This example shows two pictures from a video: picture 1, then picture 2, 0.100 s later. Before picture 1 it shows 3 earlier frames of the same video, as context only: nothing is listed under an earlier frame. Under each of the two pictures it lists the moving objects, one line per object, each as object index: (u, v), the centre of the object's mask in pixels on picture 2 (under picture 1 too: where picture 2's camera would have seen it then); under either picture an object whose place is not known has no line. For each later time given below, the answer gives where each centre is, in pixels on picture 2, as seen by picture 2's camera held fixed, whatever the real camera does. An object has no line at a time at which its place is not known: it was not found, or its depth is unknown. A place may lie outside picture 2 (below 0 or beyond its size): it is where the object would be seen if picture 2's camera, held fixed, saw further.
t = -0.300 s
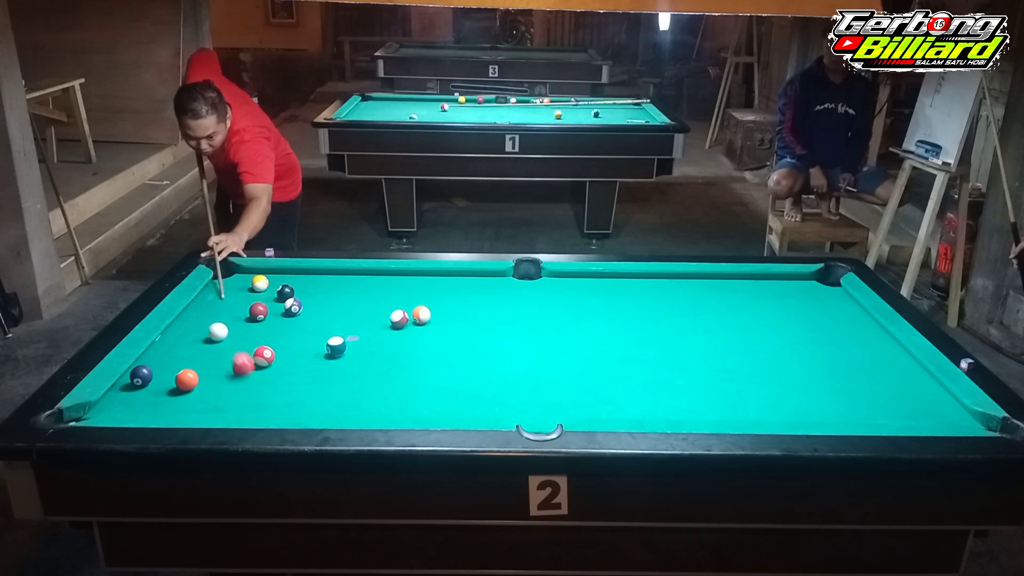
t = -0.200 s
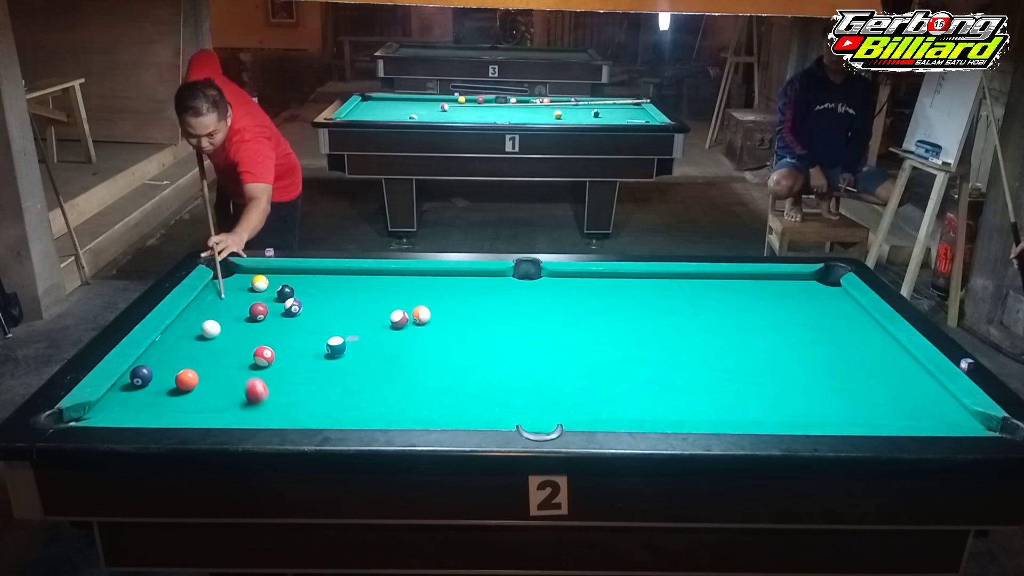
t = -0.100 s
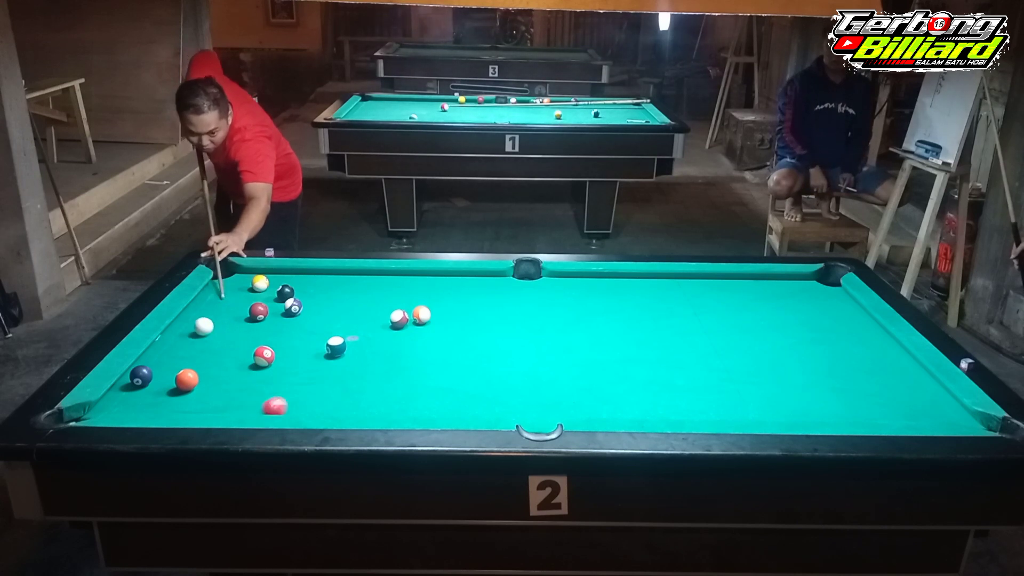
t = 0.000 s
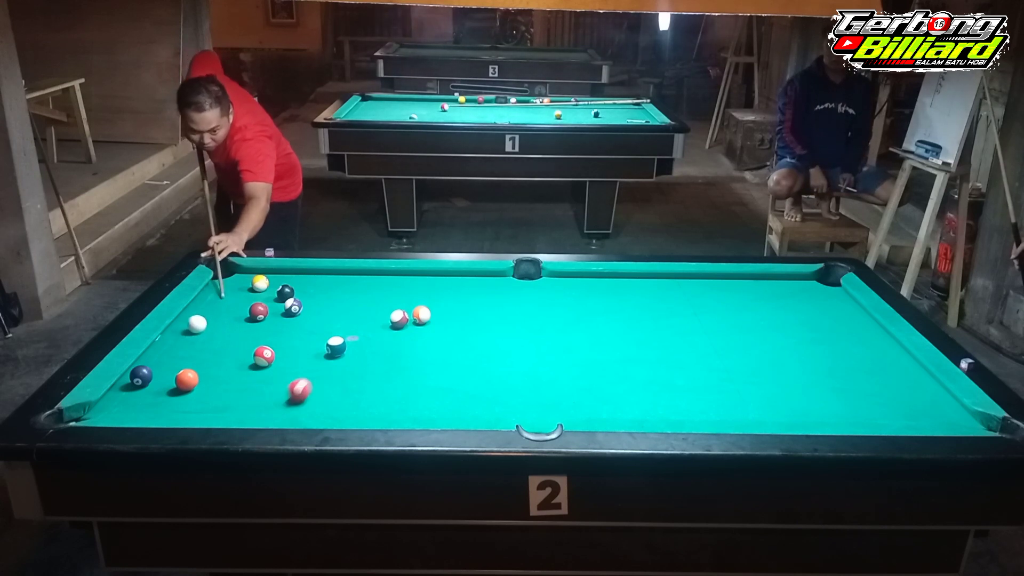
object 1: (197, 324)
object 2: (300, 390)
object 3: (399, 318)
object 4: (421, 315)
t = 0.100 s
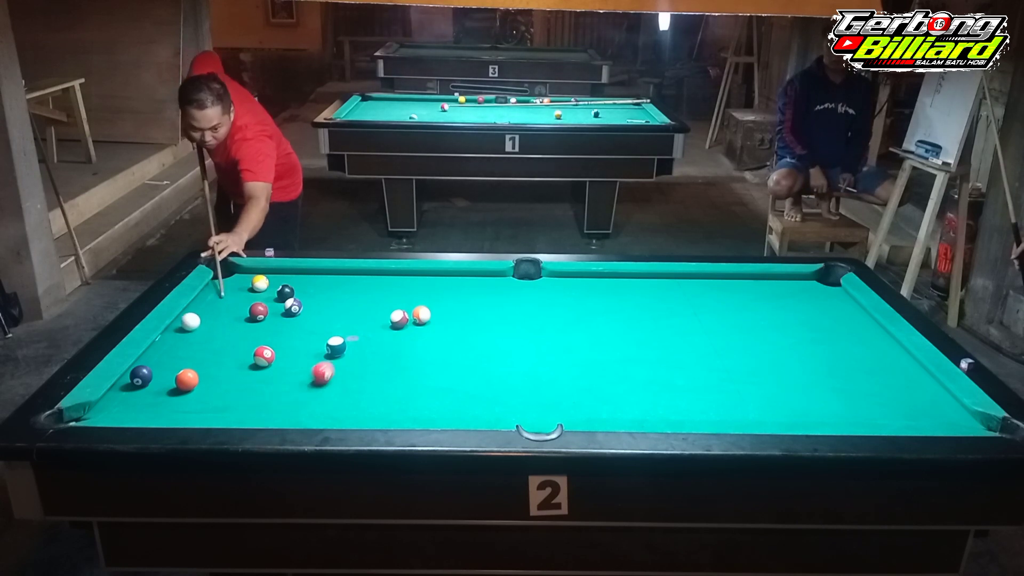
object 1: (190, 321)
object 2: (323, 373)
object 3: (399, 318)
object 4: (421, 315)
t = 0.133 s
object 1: (188, 321)
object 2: (330, 368)
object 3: (399, 318)
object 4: (421, 315)
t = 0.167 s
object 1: (186, 320)
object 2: (337, 363)
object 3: (399, 318)
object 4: (421, 315)
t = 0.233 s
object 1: (185, 319)
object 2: (350, 353)
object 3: (399, 318)
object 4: (421, 315)
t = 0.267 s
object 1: (187, 318)
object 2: (356, 348)
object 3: (399, 318)
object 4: (421, 315)
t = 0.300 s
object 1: (189, 318)
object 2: (363, 343)
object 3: (399, 318)
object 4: (421, 315)
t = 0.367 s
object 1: (194, 317)
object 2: (374, 335)
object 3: (399, 318)
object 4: (421, 315)
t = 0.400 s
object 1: (196, 316)
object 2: (380, 330)
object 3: (399, 318)
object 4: (421, 315)
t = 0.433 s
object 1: (198, 316)
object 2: (385, 326)
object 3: (400, 318)
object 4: (421, 315)
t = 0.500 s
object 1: (202, 315)
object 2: (386, 324)
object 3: (402, 315)
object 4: (426, 314)
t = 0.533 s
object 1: (204, 315)
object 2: (386, 323)
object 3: (402, 314)
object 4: (431, 313)
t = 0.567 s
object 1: (206, 314)
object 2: (386, 321)
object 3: (402, 312)
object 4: (435, 312)
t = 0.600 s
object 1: (207, 314)
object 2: (385, 320)
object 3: (402, 311)
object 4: (439, 312)
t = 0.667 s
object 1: (211, 313)
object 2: (385, 318)
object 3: (401, 308)
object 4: (447, 311)
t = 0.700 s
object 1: (213, 313)
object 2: (385, 317)
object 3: (401, 307)
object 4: (451, 310)
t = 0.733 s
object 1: (215, 313)
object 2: (385, 315)
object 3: (400, 306)
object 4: (455, 309)
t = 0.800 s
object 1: (218, 312)
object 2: (385, 313)
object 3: (400, 303)
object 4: (462, 308)
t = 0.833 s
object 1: (219, 312)
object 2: (385, 312)
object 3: (400, 302)
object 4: (466, 307)
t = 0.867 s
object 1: (221, 311)
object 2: (385, 311)
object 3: (400, 301)
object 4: (470, 307)
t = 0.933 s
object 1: (223, 311)
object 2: (385, 309)
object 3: (399, 298)
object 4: (477, 306)
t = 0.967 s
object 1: (225, 310)
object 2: (385, 308)
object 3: (399, 297)
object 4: (480, 305)
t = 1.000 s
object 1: (226, 310)
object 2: (385, 307)
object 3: (398, 296)
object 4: (484, 305)
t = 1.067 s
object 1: (228, 310)
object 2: (384, 305)
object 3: (398, 294)
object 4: (490, 304)
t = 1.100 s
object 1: (229, 309)
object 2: (384, 305)
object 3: (398, 293)
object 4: (493, 303)
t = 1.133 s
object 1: (230, 309)
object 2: (384, 304)
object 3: (397, 292)
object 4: (497, 302)
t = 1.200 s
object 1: (232, 309)
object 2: (384, 302)
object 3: (397, 290)
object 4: (503, 301)
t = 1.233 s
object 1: (233, 308)
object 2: (384, 301)
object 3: (396, 289)
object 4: (506, 301)
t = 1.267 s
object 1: (234, 308)
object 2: (383, 300)
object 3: (396, 288)
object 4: (509, 300)
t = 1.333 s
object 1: (236, 308)
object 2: (383, 299)
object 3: (395, 286)
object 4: (515, 299)
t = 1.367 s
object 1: (236, 307)
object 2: (383, 298)
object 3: (395, 285)
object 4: (518, 299)
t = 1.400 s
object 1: (237, 307)
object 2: (383, 297)
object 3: (395, 284)
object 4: (521, 298)
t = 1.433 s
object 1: (237, 307)
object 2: (382, 297)
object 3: (394, 283)
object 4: (523, 298)
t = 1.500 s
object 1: (238, 307)
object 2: (382, 295)
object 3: (393, 282)
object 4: (529, 297)
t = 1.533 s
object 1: (238, 306)
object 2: (381, 294)
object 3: (393, 281)
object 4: (532, 296)
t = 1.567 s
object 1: (239, 306)
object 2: (381, 294)
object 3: (393, 280)
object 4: (534, 296)
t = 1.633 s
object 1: (239, 306)
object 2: (381, 292)
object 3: (392, 279)
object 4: (539, 295)
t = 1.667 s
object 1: (239, 306)
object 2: (380, 292)
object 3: (391, 278)
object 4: (542, 295)
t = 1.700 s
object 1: (240, 306)
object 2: (380, 291)
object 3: (391, 277)
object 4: (544, 294)
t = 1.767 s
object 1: (240, 305)
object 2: (379, 290)
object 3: (390, 276)
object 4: (549, 293)
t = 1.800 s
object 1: (240, 305)
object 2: (379, 289)
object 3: (390, 275)
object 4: (552, 293)
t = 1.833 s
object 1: (240, 305)
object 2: (378, 289)
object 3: (390, 274)
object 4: (554, 292)
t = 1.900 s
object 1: (240, 305)
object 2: (378, 288)
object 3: (389, 273)
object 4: (558, 292)
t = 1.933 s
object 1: (240, 305)
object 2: (377, 287)
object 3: (388, 273)
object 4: (560, 291)
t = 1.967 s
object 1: (240, 305)
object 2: (377, 287)
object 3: (388, 273)
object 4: (562, 291)
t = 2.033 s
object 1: (240, 304)
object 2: (376, 286)
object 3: (387, 274)
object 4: (566, 290)
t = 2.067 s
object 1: (240, 304)
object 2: (376, 285)
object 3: (387, 274)
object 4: (568, 290)
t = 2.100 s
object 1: (239, 304)
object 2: (376, 285)
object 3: (386, 275)
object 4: (570, 290)
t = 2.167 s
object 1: (239, 304)
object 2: (375, 284)
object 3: (385, 275)
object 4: (574, 289)
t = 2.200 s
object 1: (239, 304)
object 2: (375, 284)
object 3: (385, 275)
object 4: (576, 289)
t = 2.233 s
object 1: (239, 304)
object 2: (374, 284)
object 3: (385, 276)
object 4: (577, 288)
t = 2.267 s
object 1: (239, 304)
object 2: (374, 283)
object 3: (385, 276)
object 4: (579, 288)
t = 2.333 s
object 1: (239, 304)
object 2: (373, 283)
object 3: (384, 277)
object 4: (582, 288)
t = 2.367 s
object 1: (239, 304)
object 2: (372, 283)
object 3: (384, 277)
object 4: (584, 287)
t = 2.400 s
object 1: (239, 304)
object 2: (371, 283)
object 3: (384, 277)
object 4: (585, 287)
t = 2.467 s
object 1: (239, 304)
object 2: (370, 283)
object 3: (384, 277)
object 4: (588, 287)
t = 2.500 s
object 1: (239, 304)
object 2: (370, 283)
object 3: (384, 277)
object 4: (589, 286)
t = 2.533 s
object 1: (239, 304)
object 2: (369, 283)
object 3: (384, 277)
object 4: (591, 286)
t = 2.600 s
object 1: (239, 304)
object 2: (368, 283)
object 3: (384, 277)
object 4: (594, 286)
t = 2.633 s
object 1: (239, 304)
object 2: (368, 283)
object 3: (384, 277)
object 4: (595, 285)
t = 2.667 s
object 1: (239, 304)
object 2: (367, 283)
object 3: (383, 277)
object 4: (596, 285)
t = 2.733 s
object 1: (240, 304)
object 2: (367, 283)
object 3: (383, 277)
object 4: (598, 285)
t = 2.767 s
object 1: (239, 304)
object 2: (366, 283)
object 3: (383, 277)
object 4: (600, 284)
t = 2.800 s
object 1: (239, 304)
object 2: (366, 283)
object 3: (383, 277)
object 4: (601, 284)
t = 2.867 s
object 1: (239, 304)
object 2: (366, 283)
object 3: (383, 277)
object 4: (602, 284)
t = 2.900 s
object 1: (239, 304)
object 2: (365, 283)
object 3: (384, 277)
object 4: (603, 284)
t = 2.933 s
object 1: (239, 304)
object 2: (365, 283)
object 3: (384, 277)
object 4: (605, 283)
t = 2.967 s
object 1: (239, 304)
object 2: (365, 283)
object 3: (383, 277)
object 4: (605, 283)
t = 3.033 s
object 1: (239, 304)
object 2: (365, 283)
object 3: (383, 277)
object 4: (607, 283)
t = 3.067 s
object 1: (239, 304)
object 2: (365, 283)
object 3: (383, 277)
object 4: (607, 282)
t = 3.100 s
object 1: (239, 304)
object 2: (365, 283)
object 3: (383, 277)
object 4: (608, 282)
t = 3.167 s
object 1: (239, 304)
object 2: (365, 283)
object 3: (383, 277)
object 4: (609, 282)
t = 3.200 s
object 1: (239, 304)
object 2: (365, 283)
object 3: (383, 277)
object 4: (610, 282)
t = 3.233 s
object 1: (239, 304)
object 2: (365, 283)
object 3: (383, 277)
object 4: (610, 281)
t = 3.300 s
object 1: (239, 304)
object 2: (365, 283)
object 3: (384, 277)
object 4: (611, 281)
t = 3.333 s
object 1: (239, 304)
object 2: (365, 283)
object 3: (384, 277)
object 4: (611, 281)
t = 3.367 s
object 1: (239, 304)
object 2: (365, 283)
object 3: (384, 277)
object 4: (611, 281)
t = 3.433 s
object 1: (239, 304)
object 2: (365, 283)
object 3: (384, 277)
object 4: (612, 280)
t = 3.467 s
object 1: (239, 304)
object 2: (365, 283)
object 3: (384, 277)
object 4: (612, 280)
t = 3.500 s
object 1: (239, 304)
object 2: (365, 283)
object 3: (384, 277)
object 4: (612, 280)
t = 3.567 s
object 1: (239, 304)
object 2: (365, 283)
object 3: (384, 277)
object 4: (612, 280)
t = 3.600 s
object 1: (239, 304)
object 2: (365, 283)
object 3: (384, 277)
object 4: (612, 280)
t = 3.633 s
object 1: (239, 304)
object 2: (365, 283)
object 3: (384, 277)
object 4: (612, 280)
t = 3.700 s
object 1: (239, 304)
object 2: (365, 283)
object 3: (384, 277)
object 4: (613, 280)
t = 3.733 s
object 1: (239, 304)
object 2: (365, 283)
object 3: (384, 277)
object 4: (613, 280)
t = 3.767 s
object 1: (239, 304)
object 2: (365, 283)
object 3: (384, 277)
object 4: (613, 280)
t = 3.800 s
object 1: (239, 304)
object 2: (365, 283)
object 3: (384, 277)
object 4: (613, 280)
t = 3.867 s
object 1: (239, 304)
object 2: (365, 283)
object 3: (384, 277)
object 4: (613, 280)
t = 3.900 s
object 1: (239, 304)
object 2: (365, 283)
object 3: (384, 277)
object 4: (613, 280)
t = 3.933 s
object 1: (239, 304)
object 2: (365, 283)
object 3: (384, 277)
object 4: (613, 280)
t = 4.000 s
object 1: (239, 304)
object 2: (365, 283)
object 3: (384, 277)
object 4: (613, 280)
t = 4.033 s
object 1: (239, 304)
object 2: (365, 283)
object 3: (384, 277)
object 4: (613, 280)
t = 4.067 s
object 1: (239, 304)
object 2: (365, 283)
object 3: (384, 277)
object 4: (613, 280)
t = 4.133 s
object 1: (239, 304)
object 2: (365, 283)
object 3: (384, 277)
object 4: (613, 280)
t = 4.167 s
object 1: (239, 304)
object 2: (365, 283)
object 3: (384, 277)
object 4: (613, 280)
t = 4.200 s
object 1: (239, 304)
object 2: (365, 283)
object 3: (384, 277)
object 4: (613, 280)
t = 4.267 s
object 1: (239, 304)
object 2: (365, 283)
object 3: (384, 277)
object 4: (613, 280)
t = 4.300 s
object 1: (239, 304)
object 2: (365, 284)
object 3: (384, 277)
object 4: (613, 280)
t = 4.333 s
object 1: (239, 304)
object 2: (365, 283)
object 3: (384, 277)
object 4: (613, 280)
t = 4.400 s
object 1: (239, 304)
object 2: (365, 283)
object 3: (384, 277)
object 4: (613, 280)
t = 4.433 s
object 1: (239, 304)
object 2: (365, 283)
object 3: (384, 277)
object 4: (613, 280)
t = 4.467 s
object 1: (239, 304)
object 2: (365, 283)
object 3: (384, 277)
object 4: (613, 280)
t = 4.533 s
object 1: (239, 304)
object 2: (365, 283)
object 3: (384, 277)
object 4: (613, 280)
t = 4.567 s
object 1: (239, 304)
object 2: (365, 283)
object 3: (384, 277)
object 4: (613, 280)
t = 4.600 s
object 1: (239, 304)
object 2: (365, 283)
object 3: (384, 277)
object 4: (613, 280)
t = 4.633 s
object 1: (239, 304)
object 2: (365, 283)
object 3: (384, 277)
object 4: (613, 280)
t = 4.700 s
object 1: (239, 304)
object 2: (365, 283)
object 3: (384, 277)
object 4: (613, 280)
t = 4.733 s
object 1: (239, 304)
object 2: (365, 283)
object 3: (384, 277)
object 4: (613, 280)
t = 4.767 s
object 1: (239, 304)
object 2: (365, 283)
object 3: (384, 277)
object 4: (613, 280)
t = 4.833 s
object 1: (239, 304)
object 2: (365, 283)
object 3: (384, 277)
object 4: (613, 280)
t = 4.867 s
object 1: (239, 304)
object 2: (365, 284)
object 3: (384, 277)
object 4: (613, 280)
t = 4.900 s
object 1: (239, 304)
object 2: (365, 283)
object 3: (384, 277)
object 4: (613, 279)
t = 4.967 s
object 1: (239, 304)
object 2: (365, 283)
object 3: (384, 277)
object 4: (613, 280)
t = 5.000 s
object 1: (239, 304)
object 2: (365, 283)
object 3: (384, 277)
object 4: (613, 280)
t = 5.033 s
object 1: (239, 304)
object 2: (365, 283)
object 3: (384, 277)
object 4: (613, 280)
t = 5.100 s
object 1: (239, 304)
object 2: (365, 283)
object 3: (384, 277)
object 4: (613, 280)
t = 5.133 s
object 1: (239, 304)
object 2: (365, 283)
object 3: (384, 277)
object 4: (613, 280)
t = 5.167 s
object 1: (239, 304)
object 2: (365, 283)
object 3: (384, 277)
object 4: (613, 280)
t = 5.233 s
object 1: (239, 304)
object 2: (365, 283)
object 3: (384, 277)
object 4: (613, 280)
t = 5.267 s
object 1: (239, 304)
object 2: (365, 283)
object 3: (384, 277)
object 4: (613, 280)
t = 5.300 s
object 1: (239, 304)
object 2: (365, 283)
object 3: (384, 277)
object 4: (613, 280)
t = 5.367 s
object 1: (239, 304)
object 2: (365, 283)
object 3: (384, 277)
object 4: (613, 280)
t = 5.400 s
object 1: (239, 304)
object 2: (365, 283)
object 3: (384, 277)
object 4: (613, 280)
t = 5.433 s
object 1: (239, 304)
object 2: (365, 283)
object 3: (384, 277)
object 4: (613, 280)
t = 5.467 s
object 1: (239, 304)
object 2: (365, 283)
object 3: (384, 277)
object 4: (613, 279)
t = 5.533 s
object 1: (239, 304)
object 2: (365, 283)
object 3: (384, 277)
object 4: (613, 280)
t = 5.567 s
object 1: (239, 304)
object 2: (365, 283)
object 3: (384, 277)
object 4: (613, 279)
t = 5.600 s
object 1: (239, 304)
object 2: (365, 283)
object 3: (384, 277)
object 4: (613, 280)
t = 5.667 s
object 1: (239, 304)
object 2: (365, 283)
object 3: (384, 277)
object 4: (613, 280)
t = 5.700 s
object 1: (239, 304)
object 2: (365, 283)
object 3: (384, 277)
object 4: (613, 280)
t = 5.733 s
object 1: (239, 304)
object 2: (365, 283)
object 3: (384, 277)
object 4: (613, 280)
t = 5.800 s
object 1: (239, 304)
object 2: (365, 283)
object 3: (384, 277)
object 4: (613, 280)
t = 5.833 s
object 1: (239, 304)
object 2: (365, 283)
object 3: (384, 277)
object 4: (613, 280)
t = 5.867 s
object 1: (239, 304)
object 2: (365, 283)
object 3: (384, 277)
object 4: (613, 280)
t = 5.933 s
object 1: (239, 304)
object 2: (365, 283)
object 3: (384, 277)
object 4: (613, 280)
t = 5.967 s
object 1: (239, 304)
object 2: (365, 283)
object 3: (384, 277)
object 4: (613, 280)
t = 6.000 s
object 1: (239, 304)
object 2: (365, 283)
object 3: (384, 277)
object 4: (613, 280)
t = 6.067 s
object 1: (239, 304)
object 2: (365, 283)
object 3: (384, 277)
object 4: (613, 280)
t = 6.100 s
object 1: (239, 304)
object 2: (365, 283)
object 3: (384, 277)
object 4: (613, 280)
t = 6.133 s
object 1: (239, 304)
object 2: (365, 283)
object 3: (384, 277)
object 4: (613, 279)
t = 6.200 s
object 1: (239, 304)
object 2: (365, 283)
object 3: (384, 277)
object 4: (613, 279)
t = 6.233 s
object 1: (239, 304)
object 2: (365, 283)
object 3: (384, 277)
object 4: (613, 279)
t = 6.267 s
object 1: (239, 304)
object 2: (365, 283)
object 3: (384, 277)
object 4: (613, 280)
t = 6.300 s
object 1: (239, 304)
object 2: (365, 283)
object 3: (384, 277)
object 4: (613, 280)
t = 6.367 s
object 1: (239, 304)
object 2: (365, 283)
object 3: (383, 277)
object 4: (613, 279)
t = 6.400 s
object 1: (239, 304)
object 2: (365, 283)
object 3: (383, 277)
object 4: (613, 280)
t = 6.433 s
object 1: (239, 304)
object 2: (365, 283)
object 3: (383, 277)
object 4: (613, 280)
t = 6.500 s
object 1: (239, 304)
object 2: (365, 283)
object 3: (383, 277)
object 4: (613, 280)
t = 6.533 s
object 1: (239, 304)
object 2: (365, 283)
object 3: (383, 277)
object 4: (613, 279)
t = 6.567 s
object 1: (239, 304)
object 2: (365, 283)
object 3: (383, 277)
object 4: (613, 280)
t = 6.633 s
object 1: (239, 304)
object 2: (365, 283)
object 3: (383, 277)
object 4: (613, 279)
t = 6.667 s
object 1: (239, 304)
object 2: (365, 283)
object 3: (383, 277)
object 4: (613, 279)
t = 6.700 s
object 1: (239, 304)
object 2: (365, 283)
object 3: (383, 277)
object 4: (613, 280)
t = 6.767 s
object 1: (239, 304)
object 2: (365, 283)
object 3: (384, 277)
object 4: (613, 280)
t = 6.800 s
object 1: (239, 304)
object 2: (365, 283)
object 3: (383, 277)
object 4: (613, 279)
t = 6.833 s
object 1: (239, 304)
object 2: (365, 283)
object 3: (383, 277)
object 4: (613, 279)
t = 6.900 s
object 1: (239, 304)
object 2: (365, 283)
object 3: (383, 277)
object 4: (613, 279)
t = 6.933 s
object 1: (239, 304)
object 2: (365, 284)
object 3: (383, 277)
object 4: (613, 280)
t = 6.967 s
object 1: (239, 304)
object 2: (365, 283)
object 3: (383, 277)
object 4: (613, 279)
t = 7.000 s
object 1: (239, 304)
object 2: (365, 283)
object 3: (384, 277)
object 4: (613, 280)
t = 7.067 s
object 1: (239, 304)
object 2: (365, 283)
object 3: (384, 277)
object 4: (613, 280)
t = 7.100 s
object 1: (239, 304)
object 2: (365, 283)
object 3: (384, 277)
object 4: (613, 280)
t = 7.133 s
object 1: (239, 304)
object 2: (365, 283)
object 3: (384, 277)
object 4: (613, 280)
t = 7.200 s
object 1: (239, 304)
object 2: (365, 283)
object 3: (384, 277)
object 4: (613, 280)
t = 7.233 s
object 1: (239, 304)
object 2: (365, 283)
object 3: (384, 277)
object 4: (613, 280)
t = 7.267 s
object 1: (239, 304)
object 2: (365, 283)
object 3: (384, 277)
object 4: (613, 279)
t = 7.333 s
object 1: (239, 304)
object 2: (365, 283)
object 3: (383, 277)
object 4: (613, 279)
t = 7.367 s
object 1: (239, 304)
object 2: (365, 283)
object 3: (383, 277)
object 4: (613, 279)
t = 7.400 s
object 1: (240, 304)
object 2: (365, 283)
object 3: (383, 277)
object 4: (613, 279)
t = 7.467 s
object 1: (240, 304)
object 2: (365, 283)
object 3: (384, 277)
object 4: (612, 279)
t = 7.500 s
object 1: (240, 304)
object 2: (365, 283)
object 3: (384, 277)
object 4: (612, 279)
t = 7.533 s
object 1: (240, 304)
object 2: (365, 283)
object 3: (383, 277)
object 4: (612, 279)
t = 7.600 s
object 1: (240, 304)
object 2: (365, 283)
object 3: (384, 277)
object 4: (612, 279)
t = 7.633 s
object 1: (240, 304)
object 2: (365, 283)
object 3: (384, 277)
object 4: (612, 279)
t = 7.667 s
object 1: (240, 304)
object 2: (365, 283)
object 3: (383, 277)
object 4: (613, 279)
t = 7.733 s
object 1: (239, 304)
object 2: (365, 283)
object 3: (383, 276)
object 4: (613, 279)
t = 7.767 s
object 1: (239, 304)
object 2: (365, 283)
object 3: (383, 276)
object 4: (613, 279)
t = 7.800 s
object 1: (239, 304)
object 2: (365, 283)
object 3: (383, 277)
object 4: (613, 279)
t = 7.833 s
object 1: (240, 304)
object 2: (365, 283)
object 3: (383, 277)
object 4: (613, 279)
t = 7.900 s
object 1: (240, 304)
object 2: (365, 283)
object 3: (383, 277)
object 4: (612, 279)
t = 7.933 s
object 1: (240, 304)
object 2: (365, 283)
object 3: (383, 277)
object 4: (613, 279)
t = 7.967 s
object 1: (239, 304)
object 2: (365, 283)
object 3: (383, 276)
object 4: (613, 279)
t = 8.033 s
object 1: (239, 304)
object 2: (365, 283)
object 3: (383, 276)
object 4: (613, 279)
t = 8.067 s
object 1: (239, 304)
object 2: (365, 283)
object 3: (383, 276)
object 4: (613, 279)
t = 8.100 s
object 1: (240, 304)
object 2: (365, 283)
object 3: (383, 277)
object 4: (613, 279)
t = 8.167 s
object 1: (240, 304)
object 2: (365, 283)
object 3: (383, 277)
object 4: (612, 279)
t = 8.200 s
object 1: (239, 304)
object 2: (365, 283)
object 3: (383, 277)
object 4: (612, 279)
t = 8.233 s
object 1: (239, 304)
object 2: (365, 283)
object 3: (383, 277)
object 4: (613, 279)
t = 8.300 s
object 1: (239, 304)
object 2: (365, 283)
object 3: (383, 277)
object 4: (613, 279)
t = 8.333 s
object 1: (239, 304)
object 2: (365, 283)
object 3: (383, 277)
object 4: (613, 279)
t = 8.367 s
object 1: (239, 304)
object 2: (365, 283)
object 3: (383, 277)
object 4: (613, 279)
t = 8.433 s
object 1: (239, 304)
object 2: (365, 283)
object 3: (383, 277)
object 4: (613, 279)
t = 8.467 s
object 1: (239, 304)
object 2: (365, 283)
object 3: (383, 277)
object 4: (613, 279)
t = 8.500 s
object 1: (239, 304)
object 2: (365, 283)
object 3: (383, 277)
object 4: (613, 279)
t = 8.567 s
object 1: (239, 304)
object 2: (365, 283)
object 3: (383, 277)
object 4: (613, 279)
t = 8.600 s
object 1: (239, 304)
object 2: (365, 283)
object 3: (383, 277)
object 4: (613, 279)
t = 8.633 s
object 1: (239, 304)
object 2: (365, 283)
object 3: (383, 277)
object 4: (613, 279)
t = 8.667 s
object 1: (239, 304)
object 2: (365, 283)
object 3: (383, 276)
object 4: (613, 279)
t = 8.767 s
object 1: (240, 304)
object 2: (365, 283)
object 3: (383, 277)
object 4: (613, 279)
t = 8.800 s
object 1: (240, 304)
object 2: (365, 283)
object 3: (383, 277)
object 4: (613, 279)
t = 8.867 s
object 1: (240, 304)
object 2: (365, 283)
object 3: (384, 277)
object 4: (613, 279)
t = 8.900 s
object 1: (240, 304)
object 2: (365, 283)
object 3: (384, 277)
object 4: (613, 279)
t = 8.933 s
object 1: (239, 304)
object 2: (365, 283)
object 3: (383, 277)
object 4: (613, 279)
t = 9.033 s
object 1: (240, 304)
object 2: (365, 283)
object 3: (383, 277)
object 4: (613, 279)
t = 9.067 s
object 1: (239, 304)
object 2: (365, 283)
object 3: (383, 277)
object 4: (613, 279)
